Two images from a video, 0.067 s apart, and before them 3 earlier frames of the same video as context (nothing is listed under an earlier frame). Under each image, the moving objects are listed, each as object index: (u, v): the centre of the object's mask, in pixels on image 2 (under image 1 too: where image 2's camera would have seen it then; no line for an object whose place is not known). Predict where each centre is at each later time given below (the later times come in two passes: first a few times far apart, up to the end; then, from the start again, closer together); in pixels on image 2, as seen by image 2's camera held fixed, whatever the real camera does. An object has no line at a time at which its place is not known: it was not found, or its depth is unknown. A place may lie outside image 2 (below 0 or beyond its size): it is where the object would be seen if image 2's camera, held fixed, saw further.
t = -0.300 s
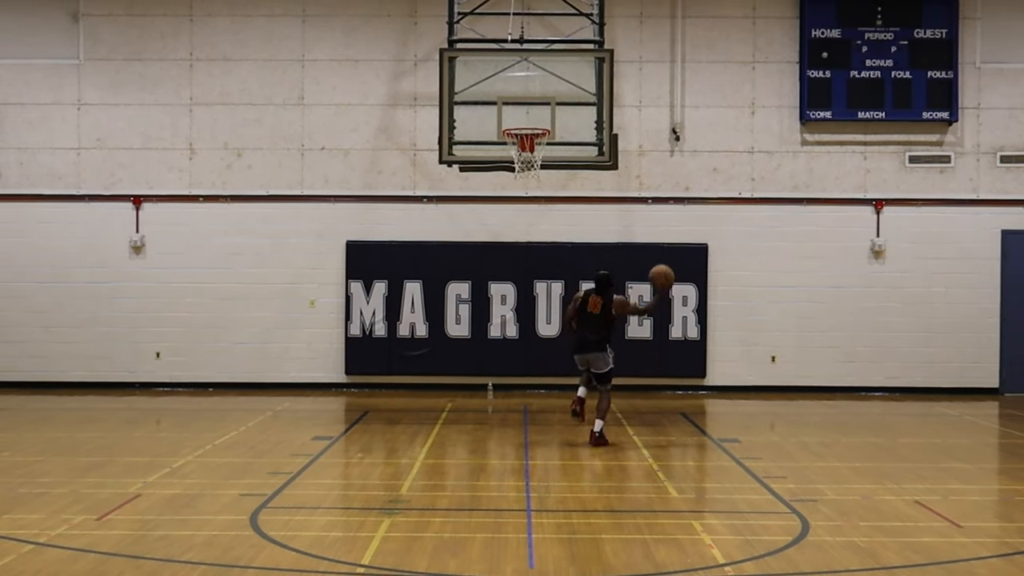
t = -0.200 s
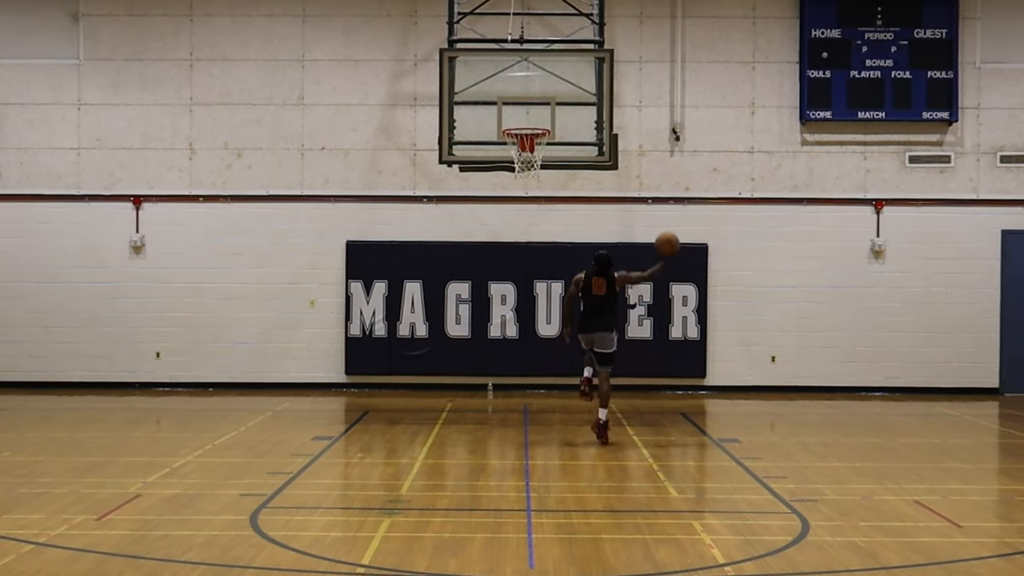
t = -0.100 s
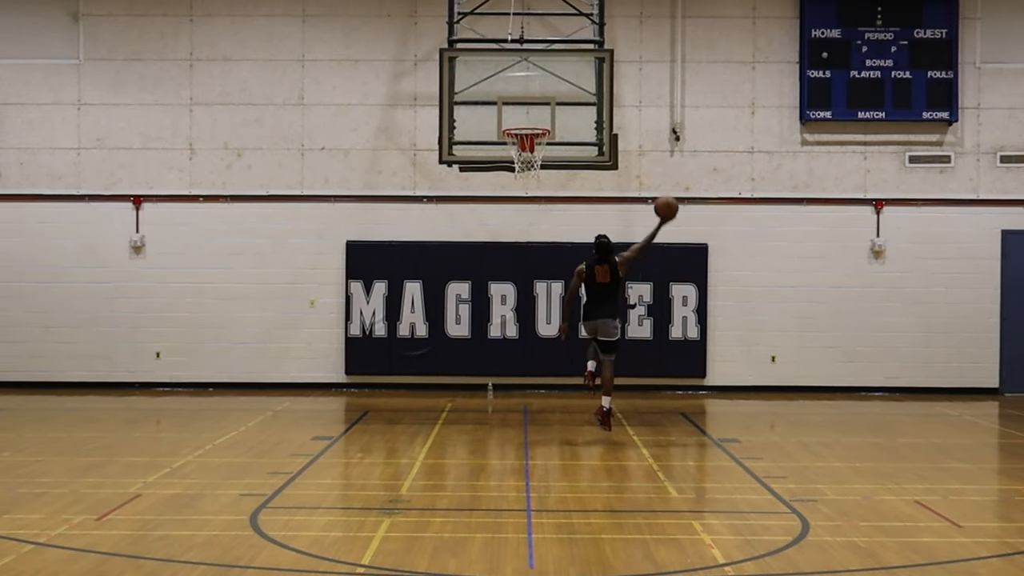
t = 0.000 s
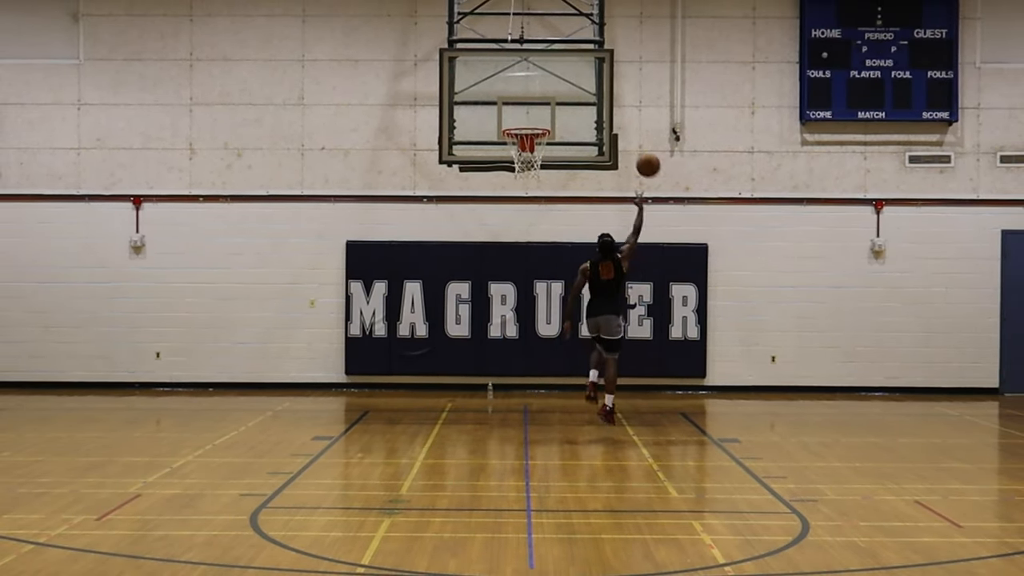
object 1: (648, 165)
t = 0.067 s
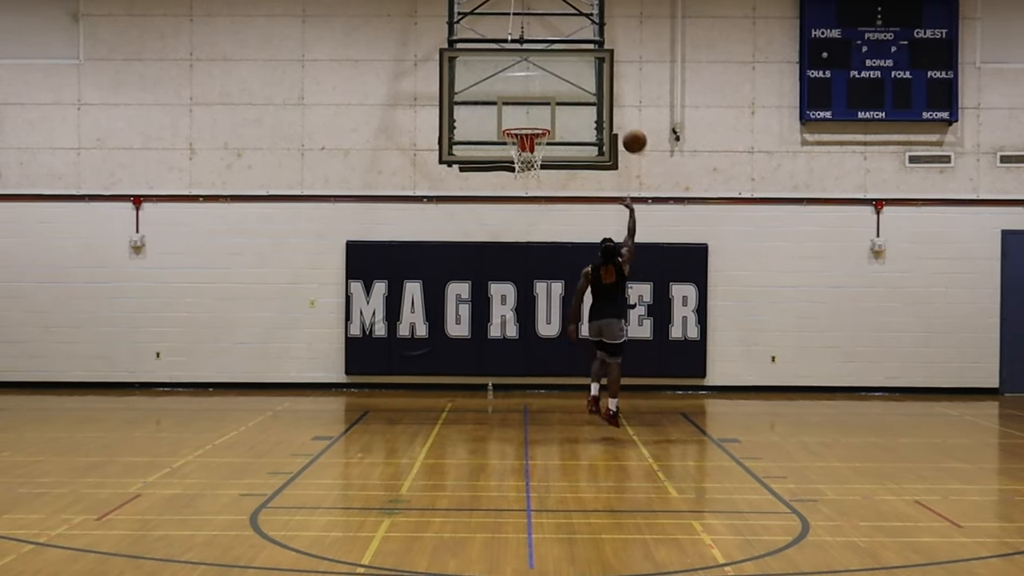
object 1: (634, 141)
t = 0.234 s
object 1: (602, 103)
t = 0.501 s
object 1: (556, 94)
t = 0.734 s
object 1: (526, 125)
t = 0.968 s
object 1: (516, 178)
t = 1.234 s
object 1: (512, 265)
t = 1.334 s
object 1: (510, 312)
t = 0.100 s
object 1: (628, 131)
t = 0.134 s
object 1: (621, 122)
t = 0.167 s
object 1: (615, 115)
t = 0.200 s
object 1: (609, 108)
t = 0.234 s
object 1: (602, 103)
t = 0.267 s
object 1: (595, 98)
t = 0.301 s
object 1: (589, 95)
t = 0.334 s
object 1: (583, 93)
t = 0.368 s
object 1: (576, 93)
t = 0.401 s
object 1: (570, 92)
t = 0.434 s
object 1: (564, 93)
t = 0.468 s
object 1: (560, 93)
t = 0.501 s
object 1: (556, 94)
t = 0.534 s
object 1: (552, 96)
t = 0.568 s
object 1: (547, 101)
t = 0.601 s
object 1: (543, 107)
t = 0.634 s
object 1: (538, 111)
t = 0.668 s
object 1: (534, 117)
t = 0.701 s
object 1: (529, 122)
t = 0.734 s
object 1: (526, 125)
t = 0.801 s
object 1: (522, 145)
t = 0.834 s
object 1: (520, 152)
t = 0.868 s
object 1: (519, 161)
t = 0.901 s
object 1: (518, 165)
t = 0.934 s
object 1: (517, 172)
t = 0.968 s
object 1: (516, 178)
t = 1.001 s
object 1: (516, 185)
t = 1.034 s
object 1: (515, 194)
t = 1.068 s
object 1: (515, 203)
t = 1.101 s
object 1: (514, 214)
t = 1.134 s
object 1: (514, 225)
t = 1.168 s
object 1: (513, 237)
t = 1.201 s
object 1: (512, 251)
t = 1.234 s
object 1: (512, 265)
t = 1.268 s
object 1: (511, 279)
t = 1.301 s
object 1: (510, 295)
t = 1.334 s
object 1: (510, 312)
